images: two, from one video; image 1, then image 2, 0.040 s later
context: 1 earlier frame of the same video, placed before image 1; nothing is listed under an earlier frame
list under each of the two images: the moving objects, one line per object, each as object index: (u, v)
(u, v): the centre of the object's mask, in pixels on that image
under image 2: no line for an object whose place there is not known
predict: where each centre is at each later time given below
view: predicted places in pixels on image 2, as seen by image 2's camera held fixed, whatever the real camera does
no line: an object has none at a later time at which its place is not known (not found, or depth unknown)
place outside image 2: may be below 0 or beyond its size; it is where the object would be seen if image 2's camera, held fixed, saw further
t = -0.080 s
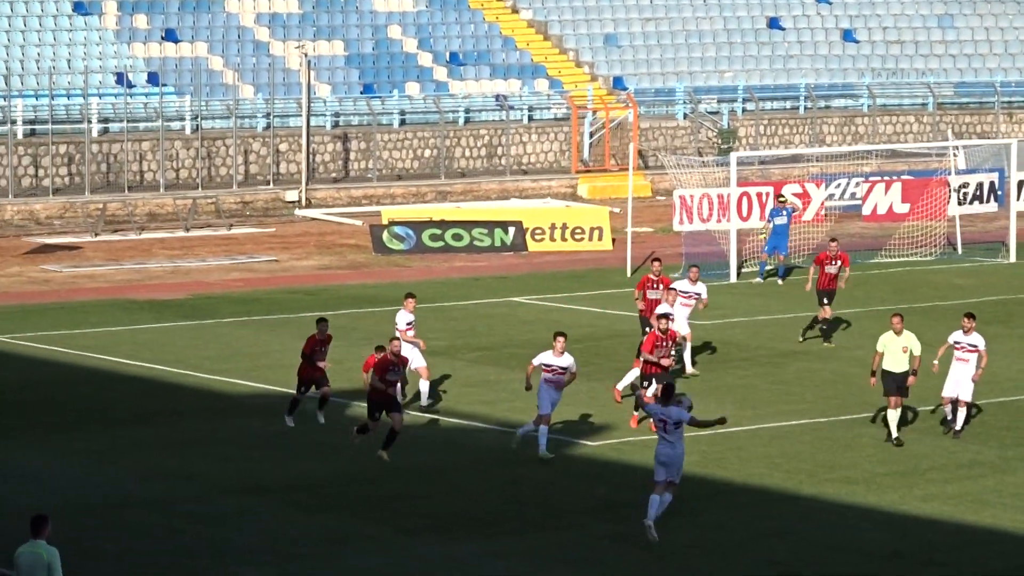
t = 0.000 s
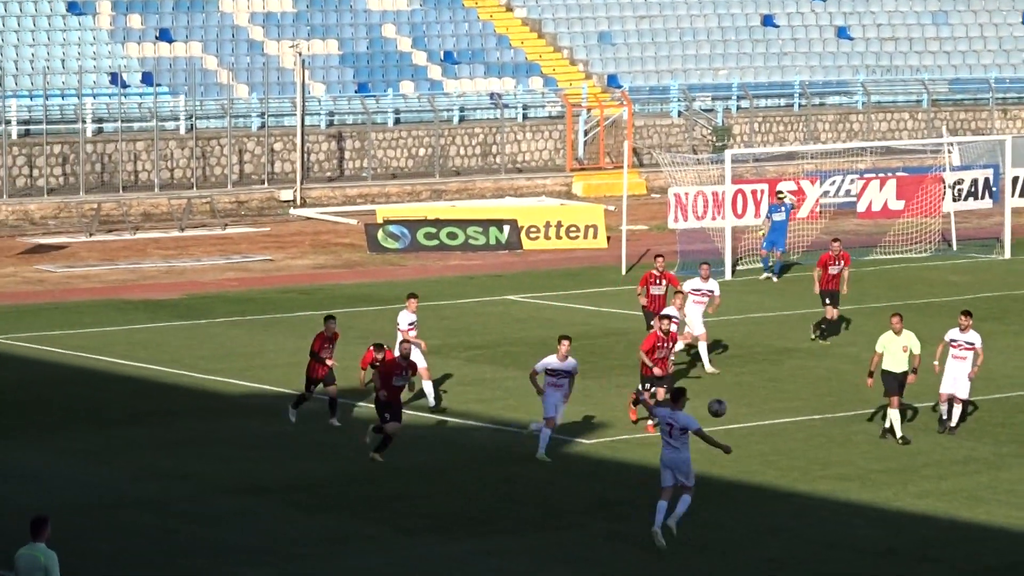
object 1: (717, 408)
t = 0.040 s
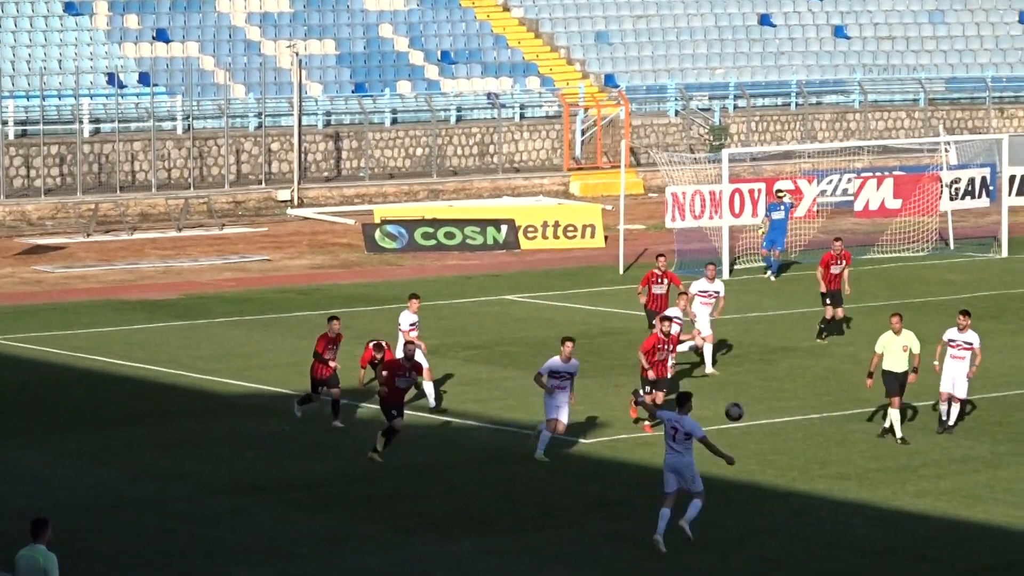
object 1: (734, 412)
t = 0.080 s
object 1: (755, 418)
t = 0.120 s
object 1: (775, 426)
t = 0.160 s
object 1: (794, 435)
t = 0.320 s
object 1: (879, 486)
